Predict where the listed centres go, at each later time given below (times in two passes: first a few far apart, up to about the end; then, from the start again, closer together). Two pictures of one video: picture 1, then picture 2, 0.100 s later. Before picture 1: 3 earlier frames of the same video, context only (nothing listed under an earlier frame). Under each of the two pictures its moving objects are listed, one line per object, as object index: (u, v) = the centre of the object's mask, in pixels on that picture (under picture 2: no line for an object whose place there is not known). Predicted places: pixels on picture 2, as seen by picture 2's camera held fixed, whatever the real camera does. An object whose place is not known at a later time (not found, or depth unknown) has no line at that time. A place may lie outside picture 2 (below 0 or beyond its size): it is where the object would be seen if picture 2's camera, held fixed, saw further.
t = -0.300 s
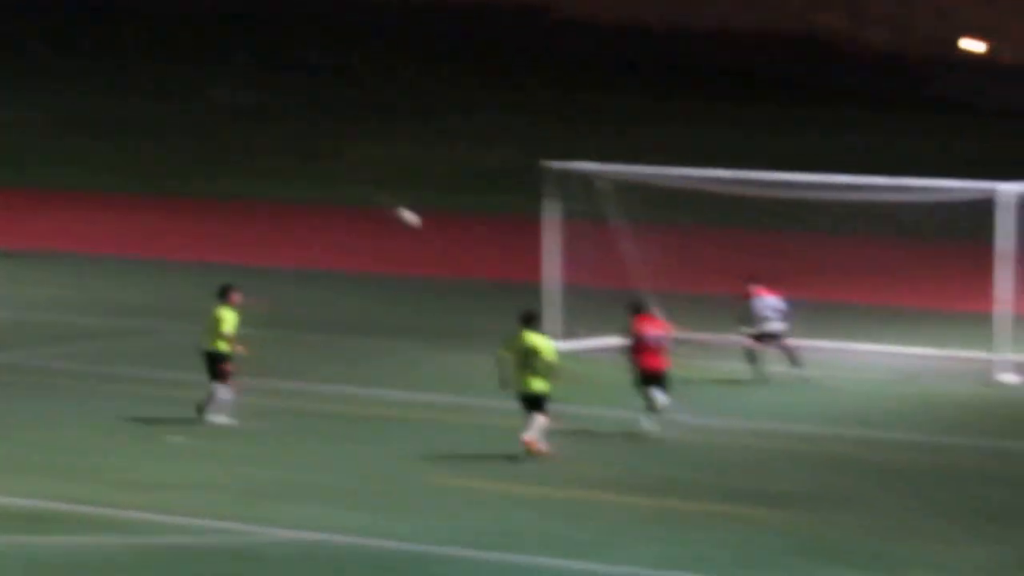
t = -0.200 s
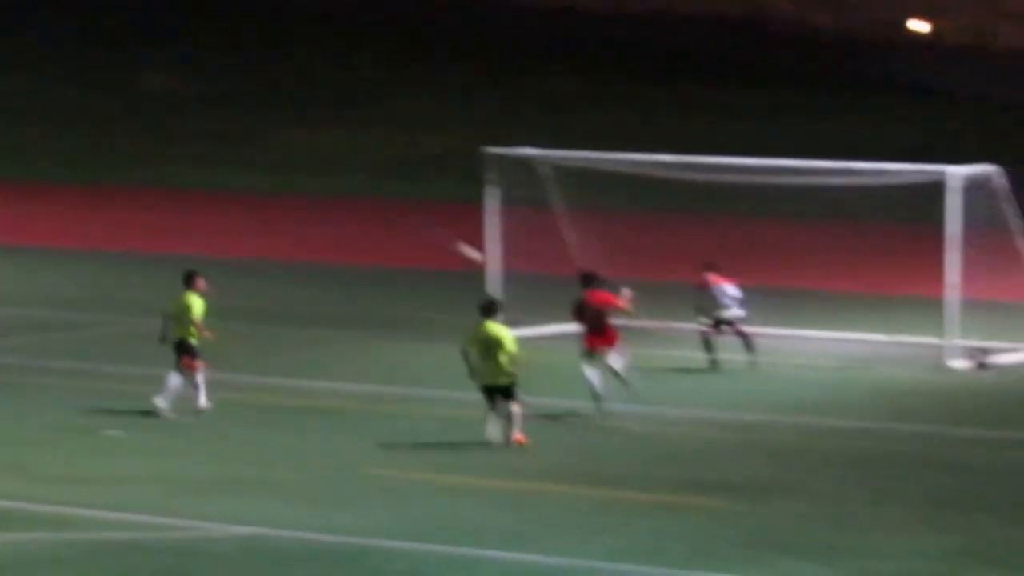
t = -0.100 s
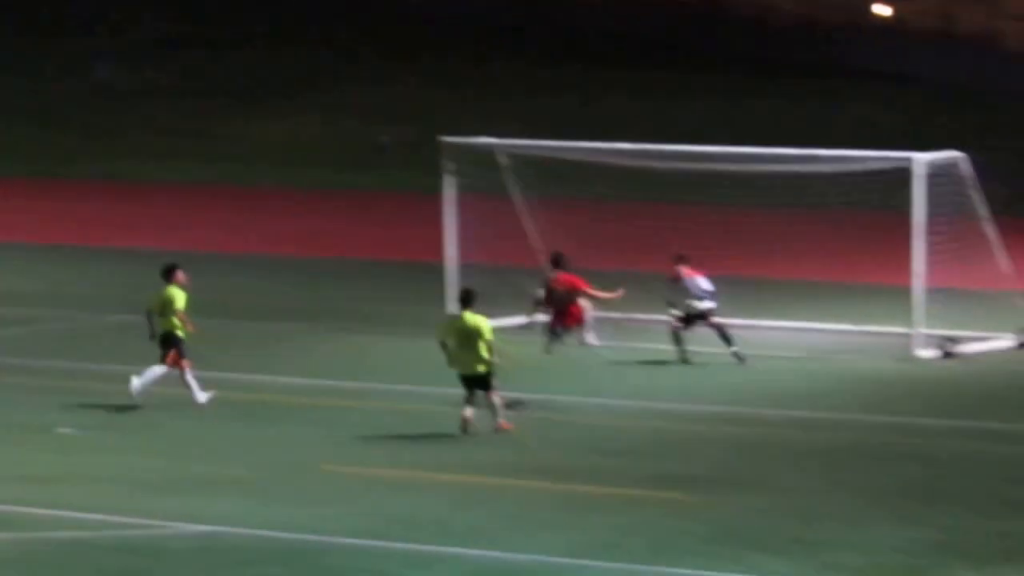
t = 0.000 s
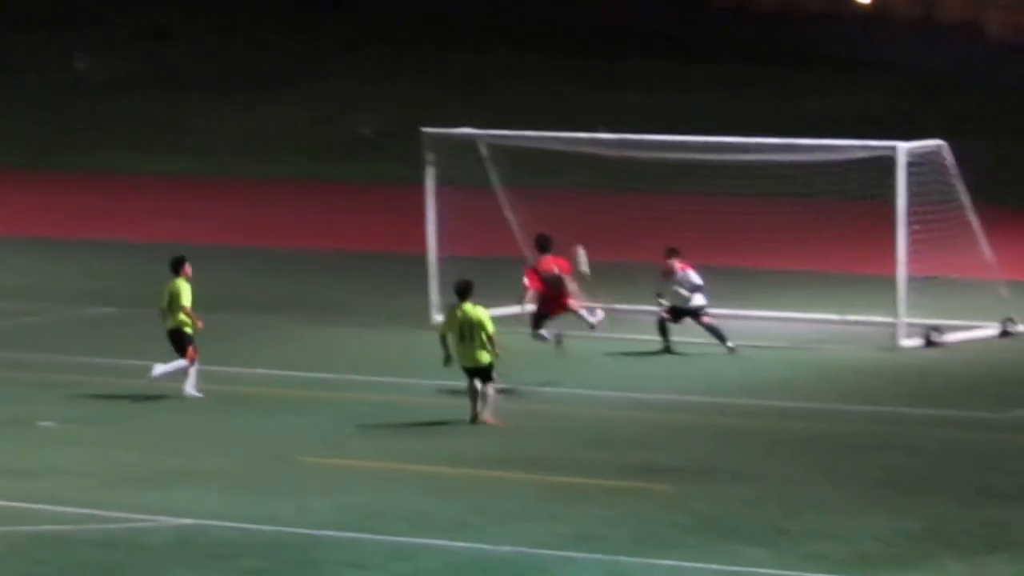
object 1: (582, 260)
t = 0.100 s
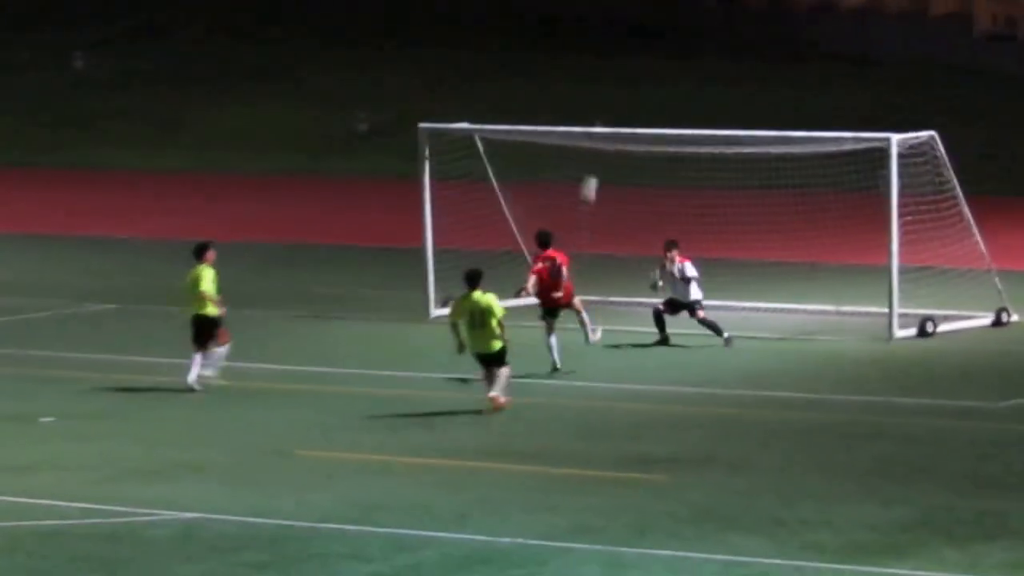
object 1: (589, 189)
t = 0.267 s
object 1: (614, 111)
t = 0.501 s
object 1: (659, 48)
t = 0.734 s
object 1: (704, 37)
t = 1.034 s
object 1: (772, 81)
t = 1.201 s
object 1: (805, 128)
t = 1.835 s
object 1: (900, 62)
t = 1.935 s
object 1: (916, 46)
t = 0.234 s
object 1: (610, 120)
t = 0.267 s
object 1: (614, 111)
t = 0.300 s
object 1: (621, 97)
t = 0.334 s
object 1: (626, 86)
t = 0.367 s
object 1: (631, 78)
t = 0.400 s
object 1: (639, 68)
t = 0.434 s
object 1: (645, 61)
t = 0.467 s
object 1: (651, 54)
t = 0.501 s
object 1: (659, 48)
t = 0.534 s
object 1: (664, 44)
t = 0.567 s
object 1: (671, 40)
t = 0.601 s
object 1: (677, 38)
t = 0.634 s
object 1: (683, 36)
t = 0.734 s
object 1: (704, 37)
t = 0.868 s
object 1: (734, 48)
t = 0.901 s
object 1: (743, 53)
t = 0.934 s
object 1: (749, 60)
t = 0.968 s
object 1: (755, 66)
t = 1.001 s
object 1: (762, 73)
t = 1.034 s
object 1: (772, 81)
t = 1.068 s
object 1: (779, 90)
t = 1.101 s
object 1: (785, 100)
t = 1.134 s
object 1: (791, 110)
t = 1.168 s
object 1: (800, 121)
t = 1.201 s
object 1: (805, 128)
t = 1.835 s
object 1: (900, 62)
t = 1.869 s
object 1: (905, 55)
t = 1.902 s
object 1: (910, 51)
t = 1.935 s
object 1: (916, 46)
